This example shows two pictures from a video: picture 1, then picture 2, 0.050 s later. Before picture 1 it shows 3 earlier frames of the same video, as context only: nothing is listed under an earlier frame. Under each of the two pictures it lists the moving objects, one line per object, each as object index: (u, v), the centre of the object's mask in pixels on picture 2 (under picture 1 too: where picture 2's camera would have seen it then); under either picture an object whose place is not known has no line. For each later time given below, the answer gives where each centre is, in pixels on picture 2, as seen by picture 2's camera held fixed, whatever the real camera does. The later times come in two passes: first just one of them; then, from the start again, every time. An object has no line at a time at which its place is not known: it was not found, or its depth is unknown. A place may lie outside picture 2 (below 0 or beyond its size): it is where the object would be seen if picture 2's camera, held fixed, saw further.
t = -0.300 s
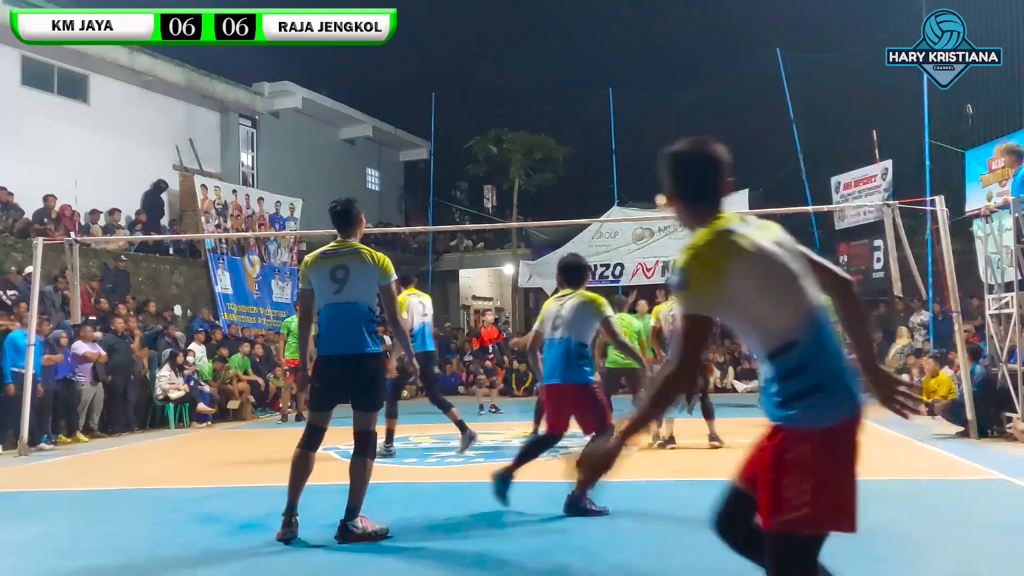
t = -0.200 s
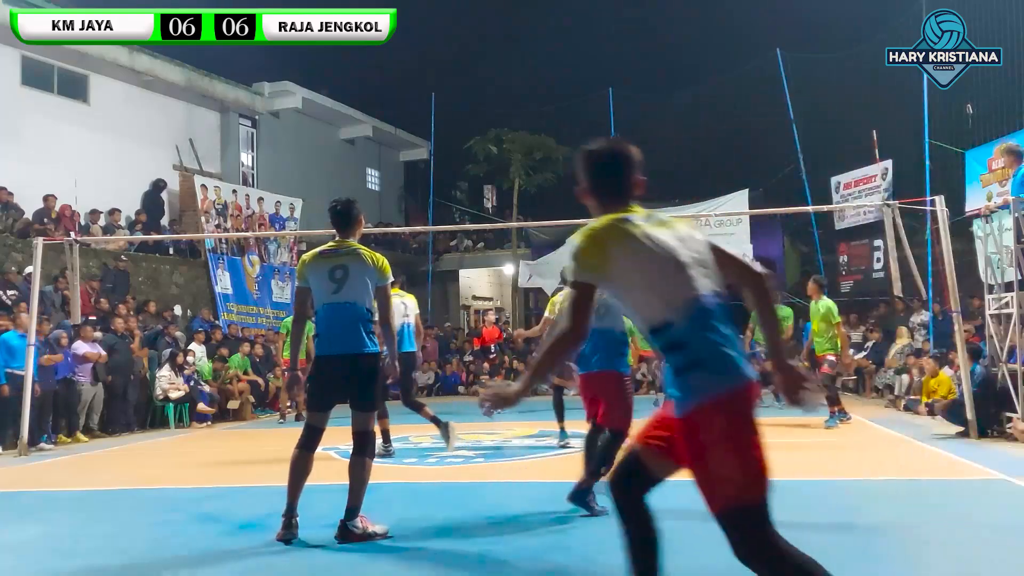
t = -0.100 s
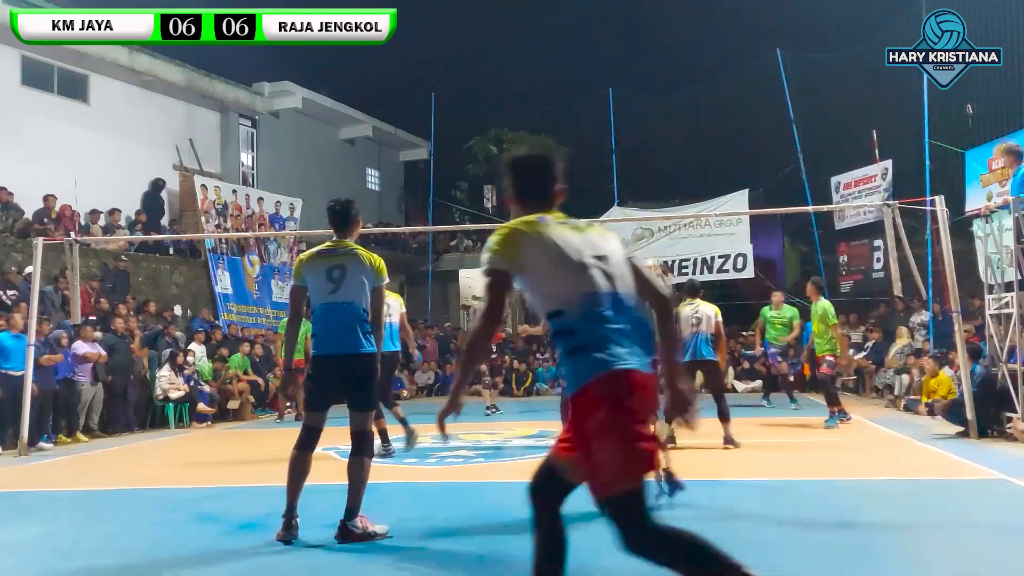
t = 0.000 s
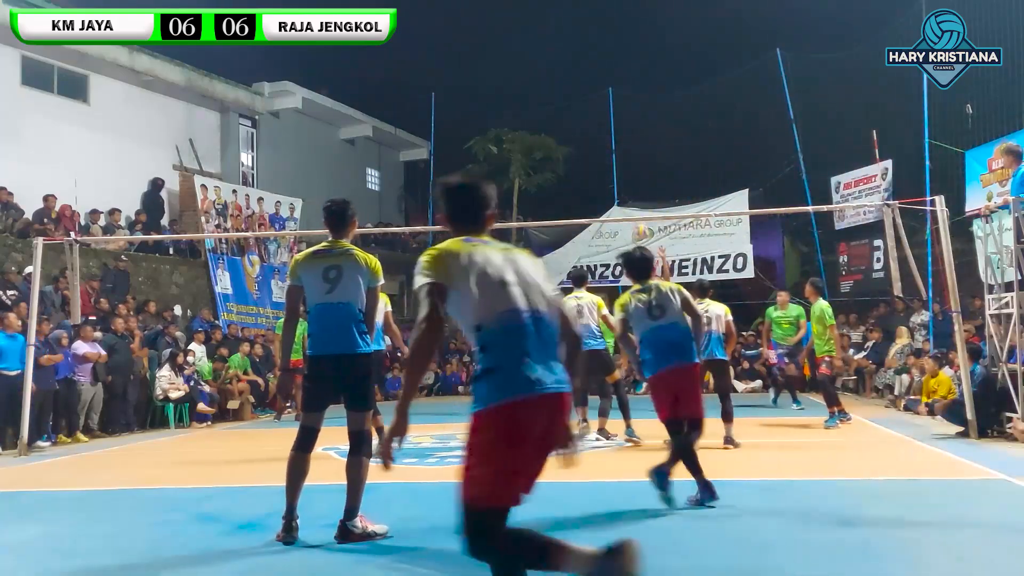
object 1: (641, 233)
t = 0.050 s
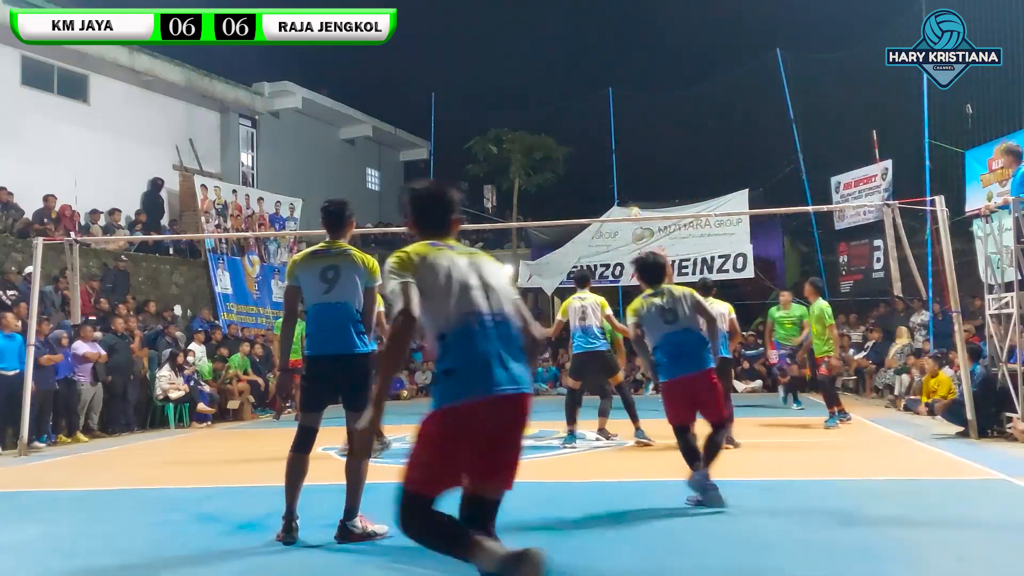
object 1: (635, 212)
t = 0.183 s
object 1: (617, 180)
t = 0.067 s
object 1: (632, 209)
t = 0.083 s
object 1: (630, 204)
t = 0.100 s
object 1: (628, 200)
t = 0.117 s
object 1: (626, 196)
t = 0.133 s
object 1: (624, 192)
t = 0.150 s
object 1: (621, 188)
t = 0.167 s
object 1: (619, 184)
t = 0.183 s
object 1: (617, 180)
